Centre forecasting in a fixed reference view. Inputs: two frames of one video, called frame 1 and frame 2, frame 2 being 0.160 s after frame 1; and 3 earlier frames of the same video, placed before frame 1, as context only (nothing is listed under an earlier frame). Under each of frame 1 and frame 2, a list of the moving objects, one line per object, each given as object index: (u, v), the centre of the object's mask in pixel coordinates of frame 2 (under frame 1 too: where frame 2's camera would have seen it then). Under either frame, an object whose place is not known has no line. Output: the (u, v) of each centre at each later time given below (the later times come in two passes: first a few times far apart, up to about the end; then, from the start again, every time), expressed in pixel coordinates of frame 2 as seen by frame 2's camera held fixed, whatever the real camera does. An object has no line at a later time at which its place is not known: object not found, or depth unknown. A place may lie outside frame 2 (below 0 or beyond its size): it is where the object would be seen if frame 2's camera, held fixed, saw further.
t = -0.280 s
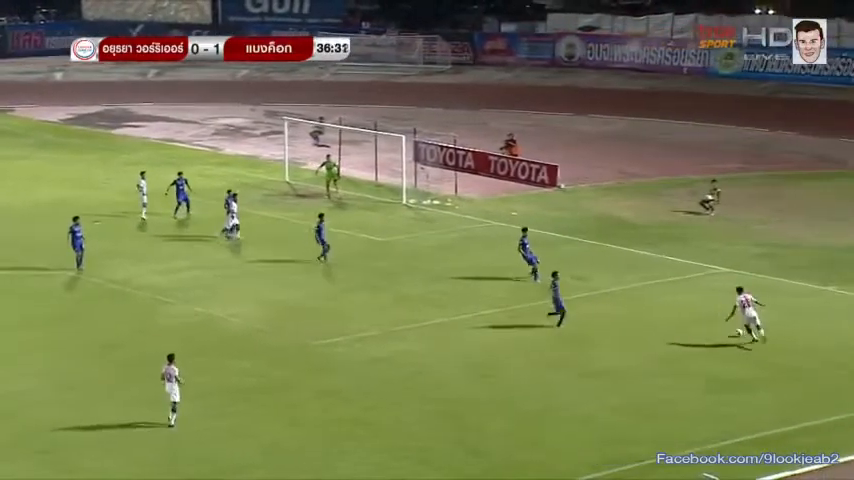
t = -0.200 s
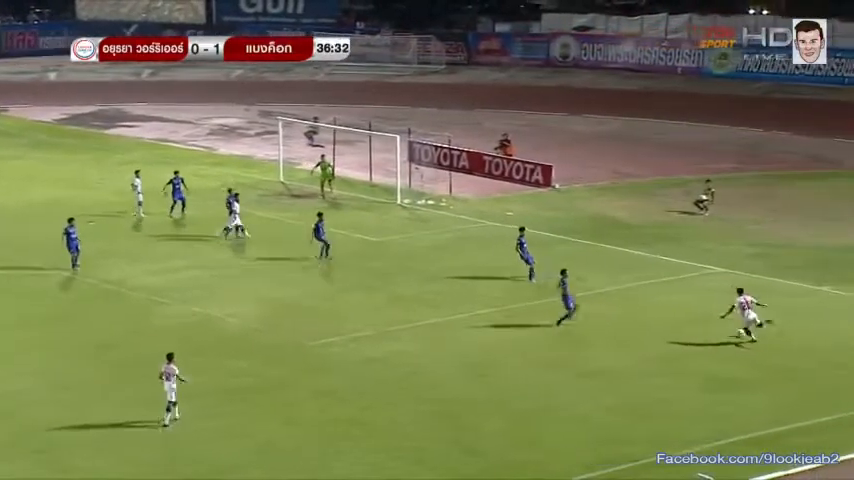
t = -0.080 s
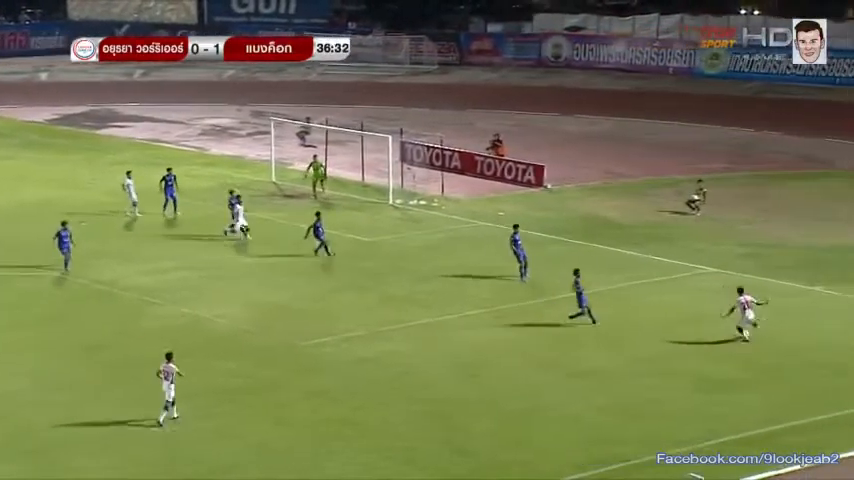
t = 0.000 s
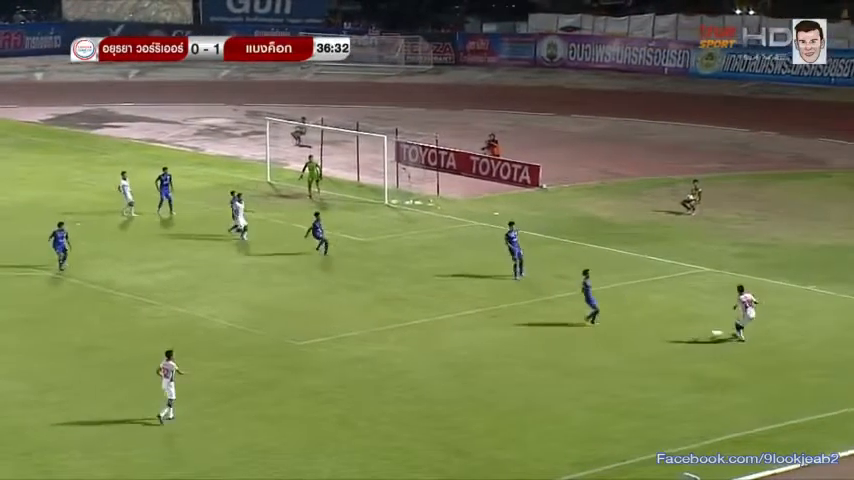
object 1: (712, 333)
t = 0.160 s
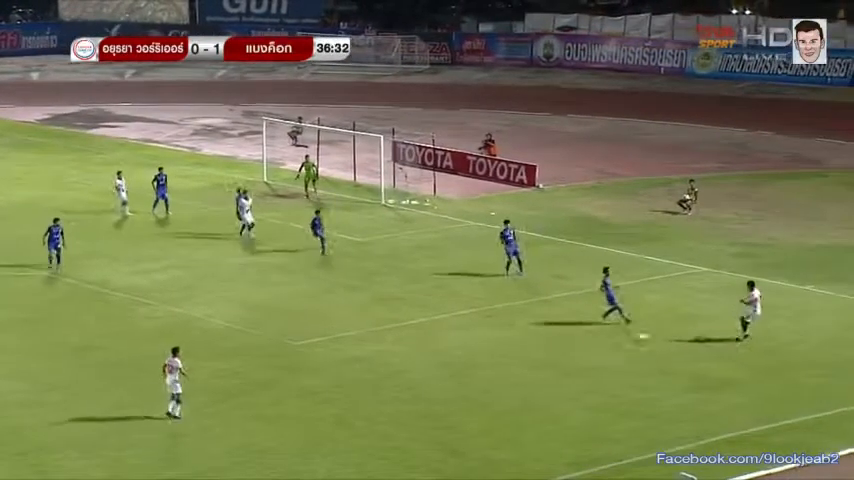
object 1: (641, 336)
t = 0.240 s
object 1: (609, 339)
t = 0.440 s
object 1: (539, 344)
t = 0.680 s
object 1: (466, 348)
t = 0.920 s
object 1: (408, 352)
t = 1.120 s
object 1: (362, 355)
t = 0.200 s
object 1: (625, 337)
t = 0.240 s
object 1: (609, 339)
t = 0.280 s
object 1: (595, 340)
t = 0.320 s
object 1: (580, 341)
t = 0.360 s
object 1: (564, 342)
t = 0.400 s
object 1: (550, 344)
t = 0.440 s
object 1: (539, 344)
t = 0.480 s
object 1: (526, 345)
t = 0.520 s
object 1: (513, 346)
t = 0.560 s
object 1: (502, 347)
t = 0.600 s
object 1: (489, 346)
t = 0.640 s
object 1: (477, 347)
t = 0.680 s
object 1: (466, 348)
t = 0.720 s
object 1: (454, 349)
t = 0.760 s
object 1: (446, 349)
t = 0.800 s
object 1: (437, 349)
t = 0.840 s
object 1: (426, 350)
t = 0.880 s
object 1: (417, 352)
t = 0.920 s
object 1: (408, 352)
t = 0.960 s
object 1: (397, 352)
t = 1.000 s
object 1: (390, 353)
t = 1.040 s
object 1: (381, 354)
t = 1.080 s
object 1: (369, 355)
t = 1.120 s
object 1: (362, 355)
